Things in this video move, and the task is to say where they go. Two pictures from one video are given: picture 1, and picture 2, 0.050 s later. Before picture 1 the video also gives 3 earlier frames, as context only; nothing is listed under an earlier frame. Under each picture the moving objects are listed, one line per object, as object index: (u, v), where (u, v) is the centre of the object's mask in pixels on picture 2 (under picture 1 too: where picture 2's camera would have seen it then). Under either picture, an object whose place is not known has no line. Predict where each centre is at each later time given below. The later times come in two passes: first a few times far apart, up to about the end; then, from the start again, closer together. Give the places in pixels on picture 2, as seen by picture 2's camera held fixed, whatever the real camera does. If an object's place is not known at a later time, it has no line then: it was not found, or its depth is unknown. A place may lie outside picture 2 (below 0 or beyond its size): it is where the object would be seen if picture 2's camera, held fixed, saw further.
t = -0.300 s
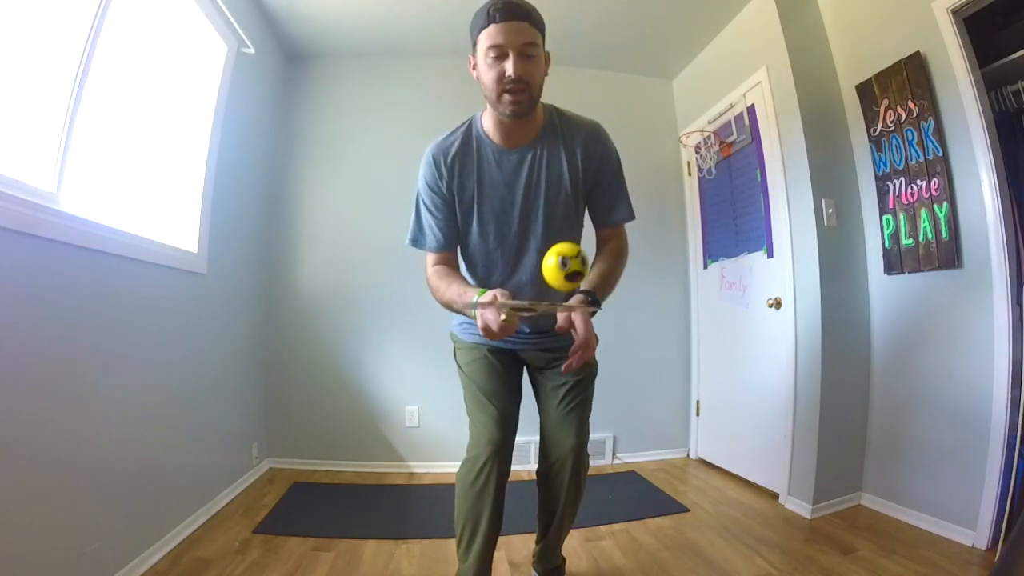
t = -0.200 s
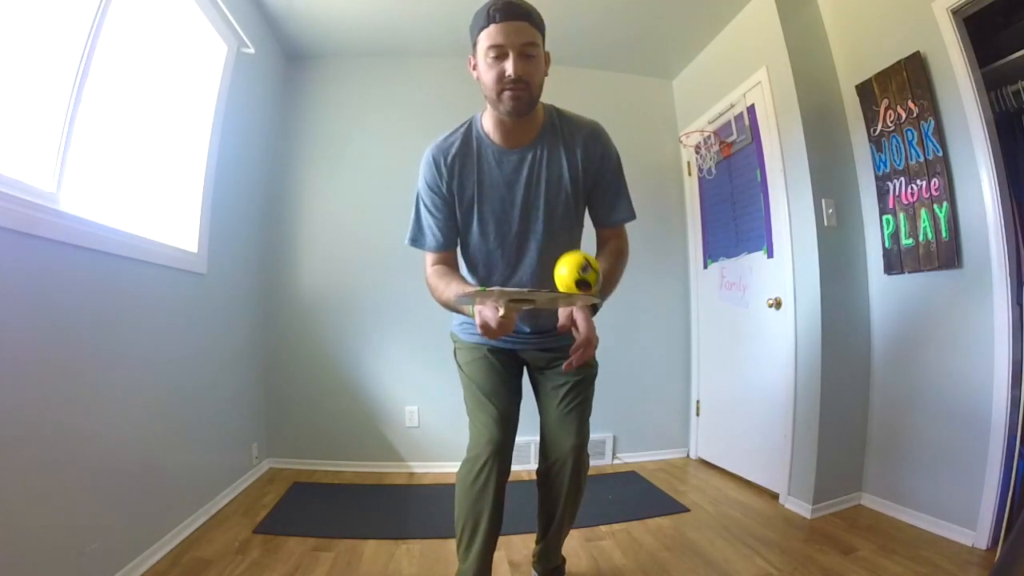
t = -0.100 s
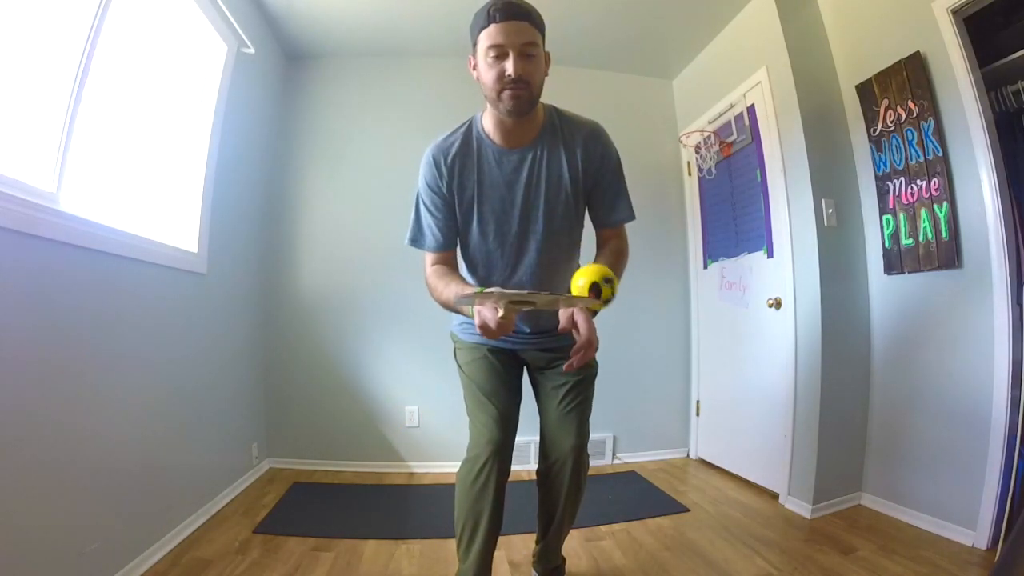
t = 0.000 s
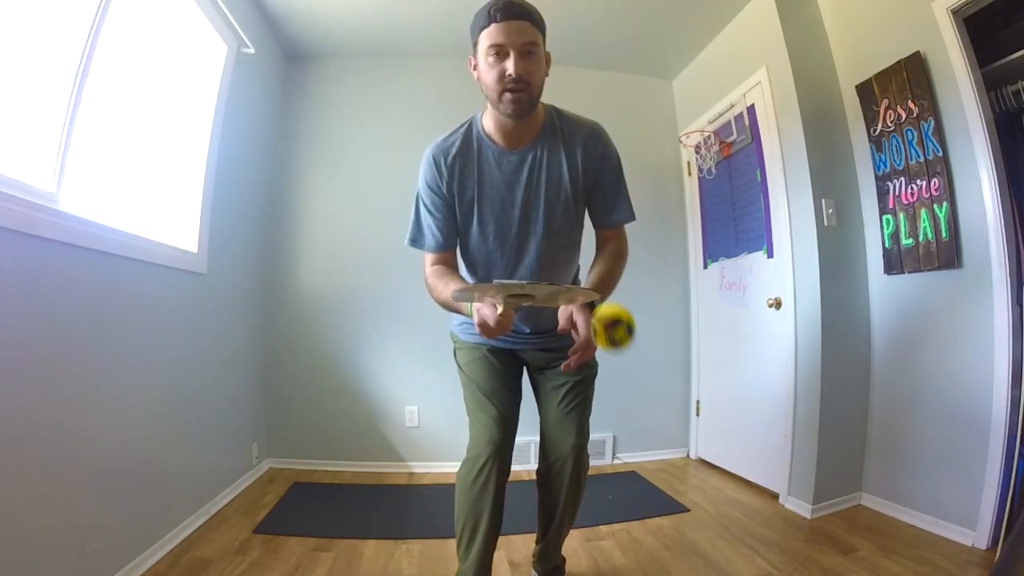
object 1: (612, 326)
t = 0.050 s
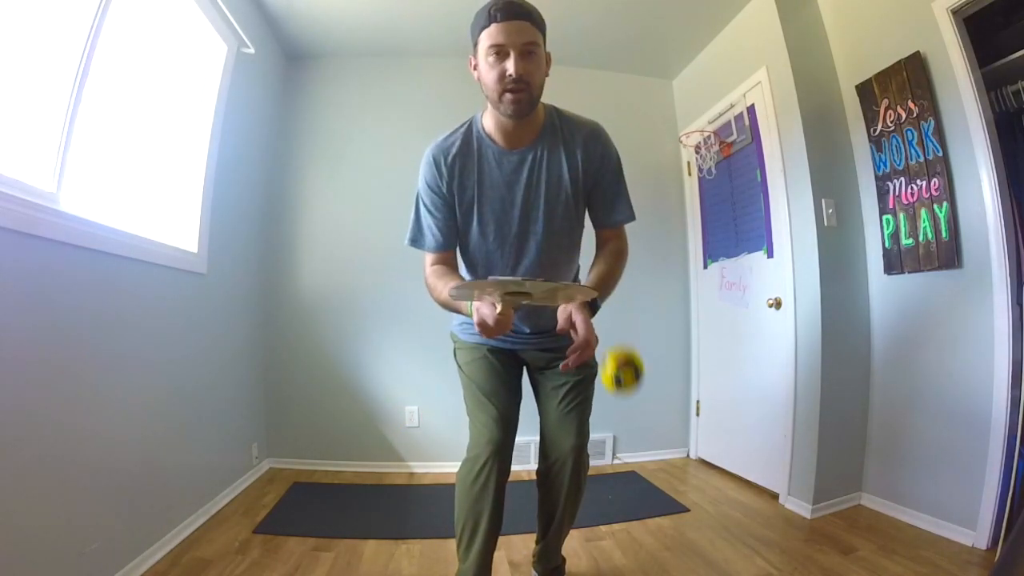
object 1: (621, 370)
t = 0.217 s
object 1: (636, 568)
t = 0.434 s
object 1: (683, 570)
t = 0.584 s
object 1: (723, 515)
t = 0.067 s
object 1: (624, 387)
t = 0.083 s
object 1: (626, 404)
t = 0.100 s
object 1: (628, 424)
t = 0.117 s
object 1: (630, 445)
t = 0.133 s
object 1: (632, 470)
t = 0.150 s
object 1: (634, 491)
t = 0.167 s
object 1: (635, 512)
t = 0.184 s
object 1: (636, 536)
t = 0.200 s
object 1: (637, 557)
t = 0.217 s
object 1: (636, 568)
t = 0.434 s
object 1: (683, 570)
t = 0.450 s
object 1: (688, 565)
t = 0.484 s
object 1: (697, 551)
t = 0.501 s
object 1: (702, 542)
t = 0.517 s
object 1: (706, 534)
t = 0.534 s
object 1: (711, 528)
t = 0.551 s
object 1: (715, 522)
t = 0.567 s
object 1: (719, 518)
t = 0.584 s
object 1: (723, 515)
